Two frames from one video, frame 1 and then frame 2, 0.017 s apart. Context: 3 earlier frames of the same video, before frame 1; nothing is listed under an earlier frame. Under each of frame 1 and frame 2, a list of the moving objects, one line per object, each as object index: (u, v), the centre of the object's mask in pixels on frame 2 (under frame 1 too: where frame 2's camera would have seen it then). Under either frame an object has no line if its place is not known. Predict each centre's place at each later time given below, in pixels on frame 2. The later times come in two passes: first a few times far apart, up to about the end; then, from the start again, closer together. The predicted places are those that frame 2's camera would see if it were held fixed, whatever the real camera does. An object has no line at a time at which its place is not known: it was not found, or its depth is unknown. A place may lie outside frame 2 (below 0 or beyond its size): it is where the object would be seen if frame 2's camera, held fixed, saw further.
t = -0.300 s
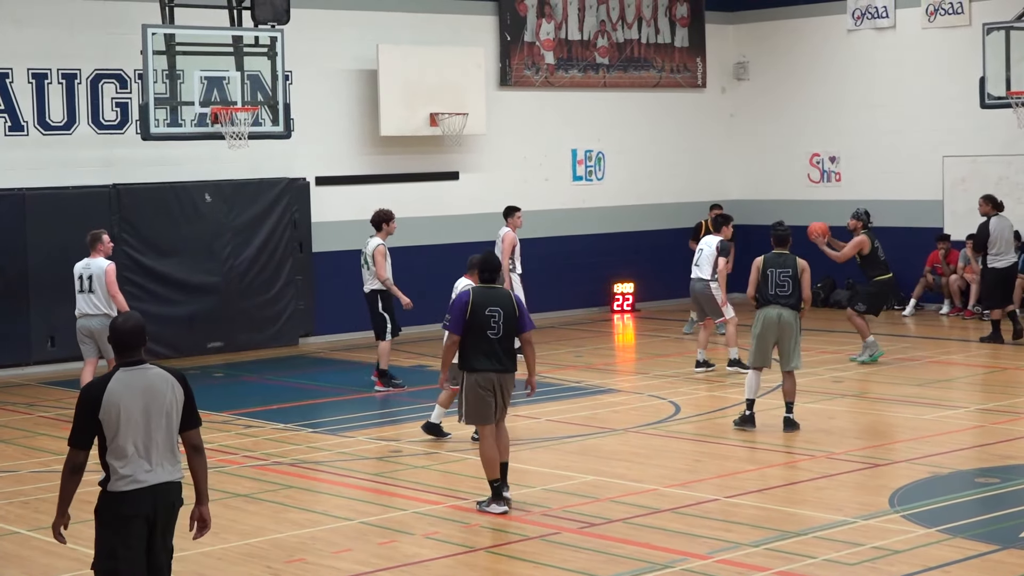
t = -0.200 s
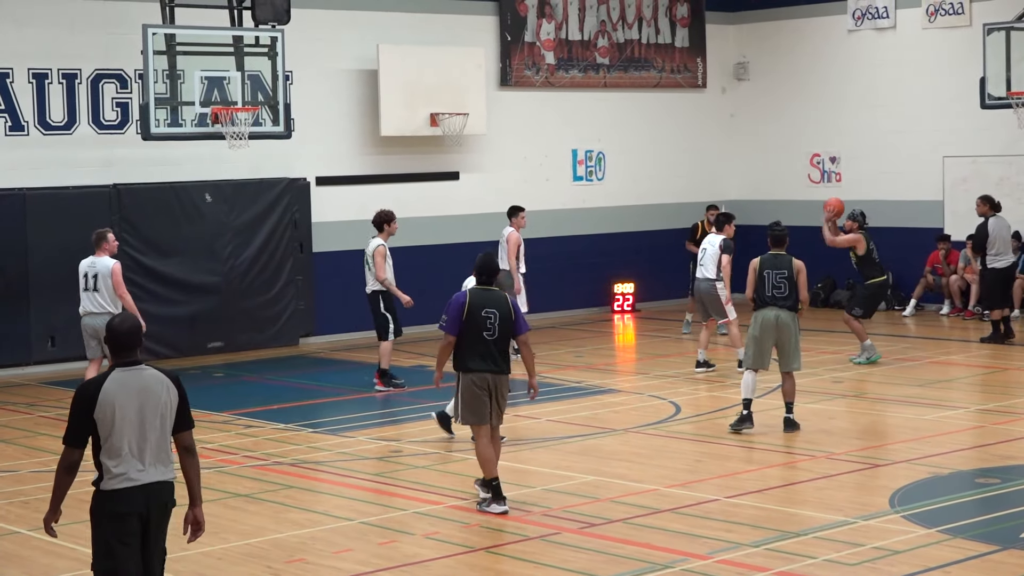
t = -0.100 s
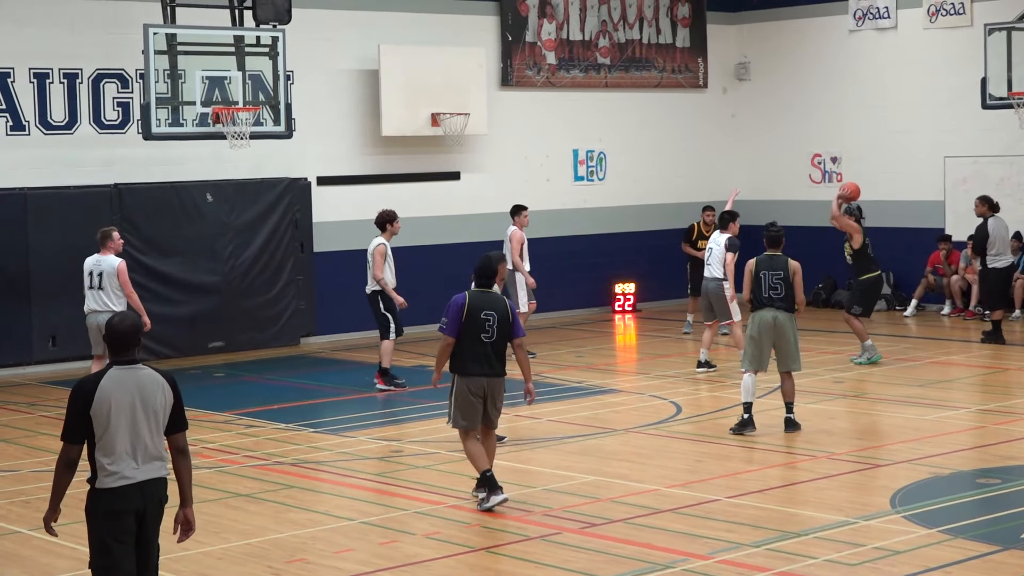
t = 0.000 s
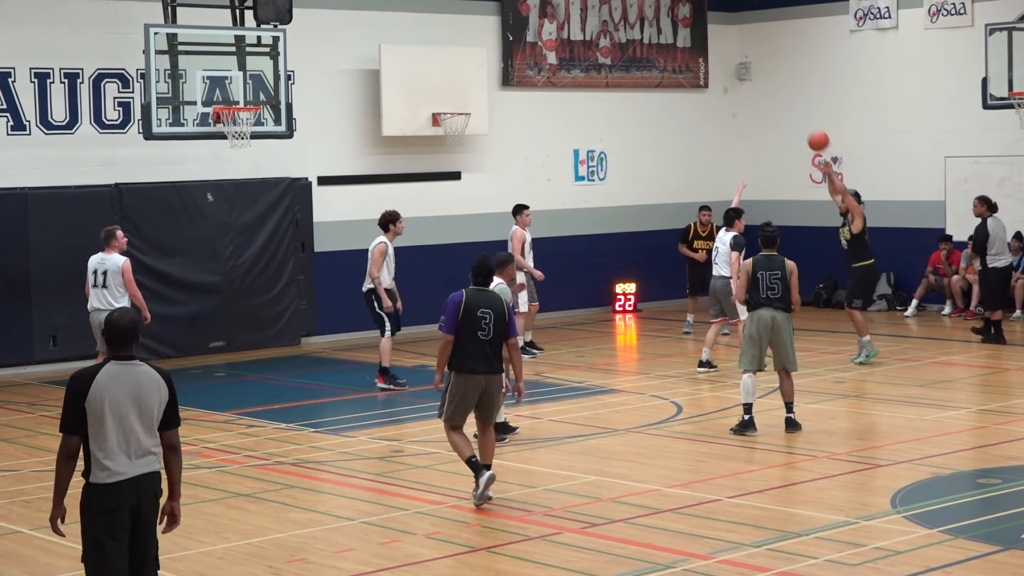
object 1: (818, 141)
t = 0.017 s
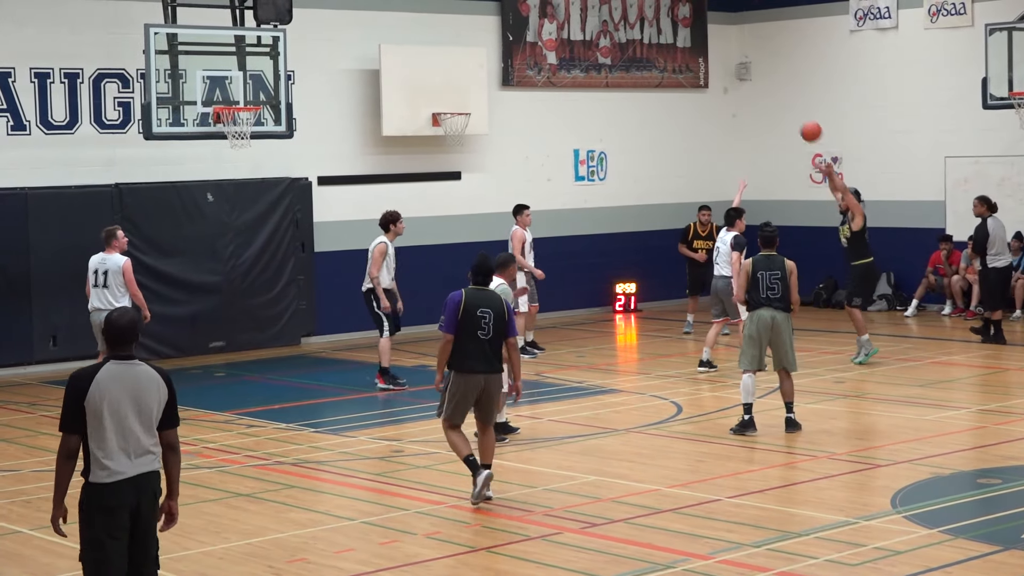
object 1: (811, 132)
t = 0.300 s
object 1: (681, 9)
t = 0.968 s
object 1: (381, 3)
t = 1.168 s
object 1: (297, 68)
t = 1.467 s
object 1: (367, 89)
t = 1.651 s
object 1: (447, 110)
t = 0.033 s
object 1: (803, 122)
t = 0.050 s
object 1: (795, 113)
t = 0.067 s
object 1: (788, 104)
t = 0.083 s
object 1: (780, 96)
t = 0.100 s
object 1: (772, 87)
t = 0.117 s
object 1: (764, 79)
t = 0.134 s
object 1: (756, 70)
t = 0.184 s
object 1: (733, 48)
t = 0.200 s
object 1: (726, 42)
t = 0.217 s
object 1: (718, 35)
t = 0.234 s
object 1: (710, 28)
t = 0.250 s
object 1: (702, 22)
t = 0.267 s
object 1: (694, 17)
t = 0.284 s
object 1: (686, 13)
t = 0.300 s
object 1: (681, 9)
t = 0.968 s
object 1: (381, 3)
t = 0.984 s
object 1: (374, 5)
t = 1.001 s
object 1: (366, 7)
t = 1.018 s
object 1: (360, 10)
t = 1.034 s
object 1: (352, 15)
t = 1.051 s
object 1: (345, 21)
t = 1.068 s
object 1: (338, 27)
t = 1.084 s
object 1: (332, 33)
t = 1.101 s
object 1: (325, 40)
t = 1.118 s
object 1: (318, 46)
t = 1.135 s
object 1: (311, 53)
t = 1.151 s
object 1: (304, 60)
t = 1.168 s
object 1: (297, 68)
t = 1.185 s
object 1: (290, 75)
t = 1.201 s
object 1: (283, 83)
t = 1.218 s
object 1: (277, 91)
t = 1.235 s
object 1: (270, 99)
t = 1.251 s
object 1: (270, 102)
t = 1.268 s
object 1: (277, 100)
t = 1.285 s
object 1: (284, 98)
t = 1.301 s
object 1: (292, 96)
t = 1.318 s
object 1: (300, 94)
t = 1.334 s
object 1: (307, 92)
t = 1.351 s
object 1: (314, 91)
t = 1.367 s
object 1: (322, 90)
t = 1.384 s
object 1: (330, 89)
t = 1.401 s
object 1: (337, 89)
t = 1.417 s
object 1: (345, 89)
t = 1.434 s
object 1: (351, 89)
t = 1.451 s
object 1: (359, 89)
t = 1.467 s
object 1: (367, 89)
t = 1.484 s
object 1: (374, 90)
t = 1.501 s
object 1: (381, 91)
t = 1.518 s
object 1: (389, 92)
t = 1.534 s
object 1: (397, 93)
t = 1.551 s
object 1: (404, 95)
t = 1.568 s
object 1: (411, 97)
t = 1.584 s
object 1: (418, 99)
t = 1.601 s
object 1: (426, 101)
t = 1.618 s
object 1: (433, 104)
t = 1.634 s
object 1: (440, 106)
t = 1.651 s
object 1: (447, 110)
